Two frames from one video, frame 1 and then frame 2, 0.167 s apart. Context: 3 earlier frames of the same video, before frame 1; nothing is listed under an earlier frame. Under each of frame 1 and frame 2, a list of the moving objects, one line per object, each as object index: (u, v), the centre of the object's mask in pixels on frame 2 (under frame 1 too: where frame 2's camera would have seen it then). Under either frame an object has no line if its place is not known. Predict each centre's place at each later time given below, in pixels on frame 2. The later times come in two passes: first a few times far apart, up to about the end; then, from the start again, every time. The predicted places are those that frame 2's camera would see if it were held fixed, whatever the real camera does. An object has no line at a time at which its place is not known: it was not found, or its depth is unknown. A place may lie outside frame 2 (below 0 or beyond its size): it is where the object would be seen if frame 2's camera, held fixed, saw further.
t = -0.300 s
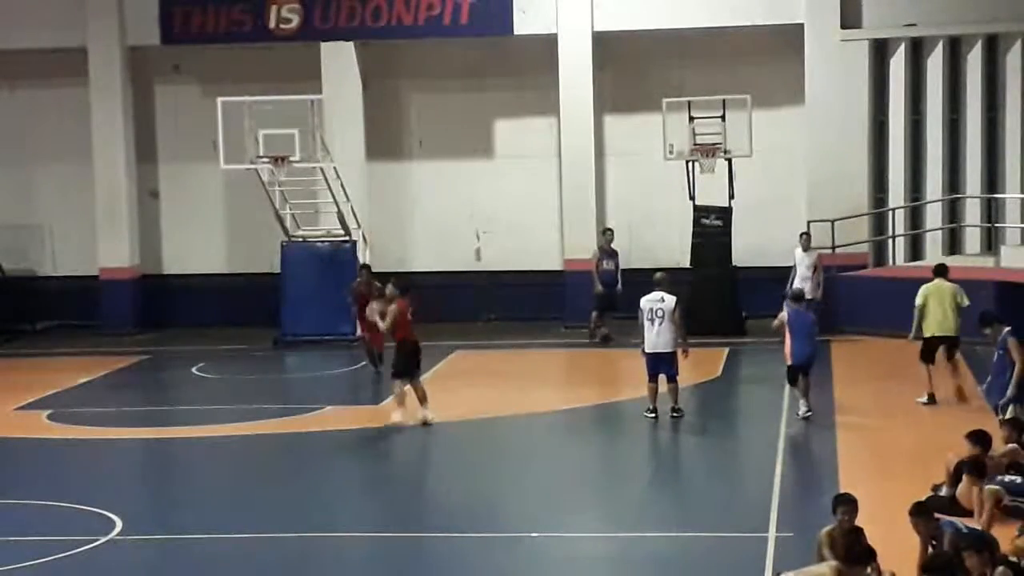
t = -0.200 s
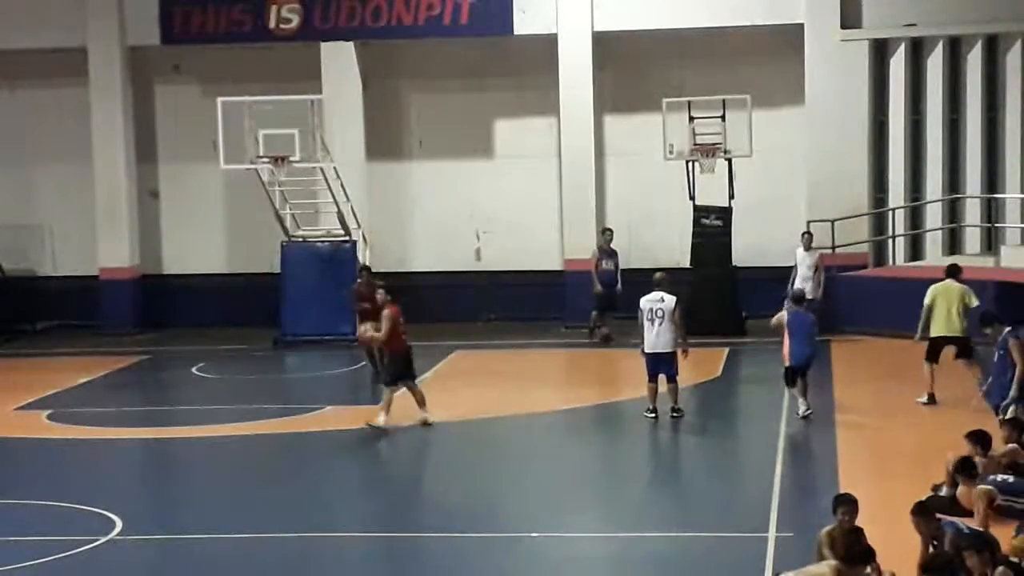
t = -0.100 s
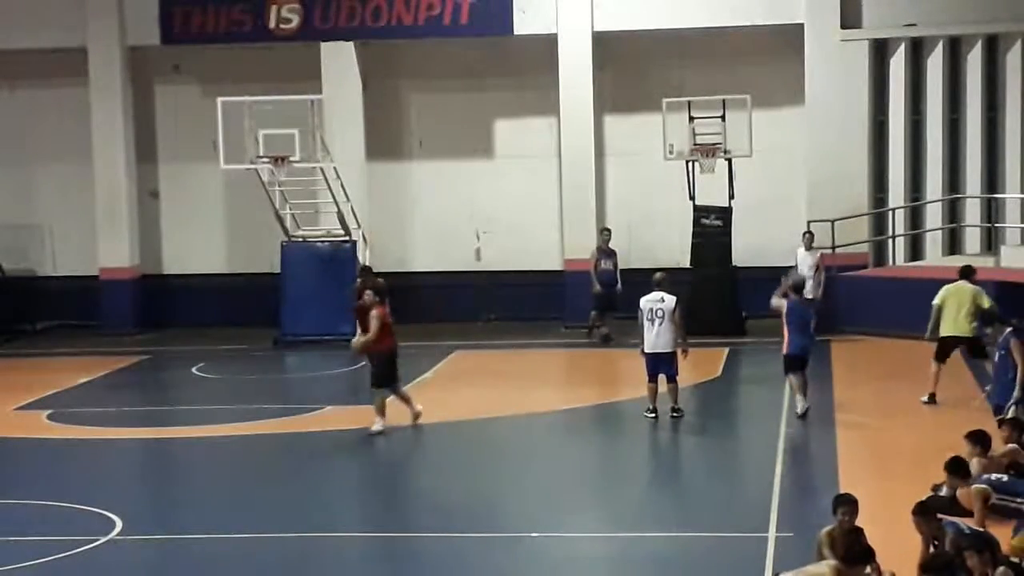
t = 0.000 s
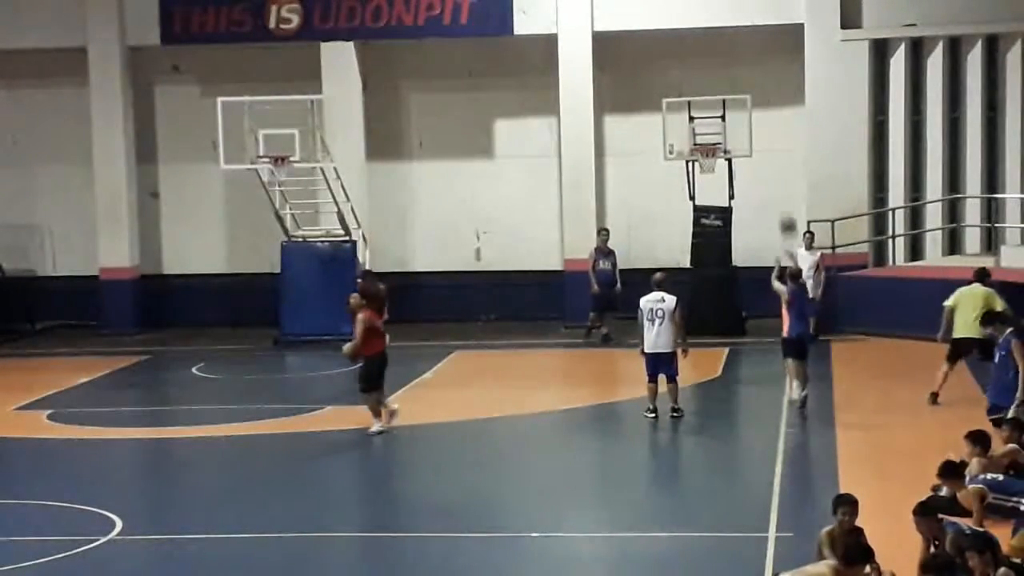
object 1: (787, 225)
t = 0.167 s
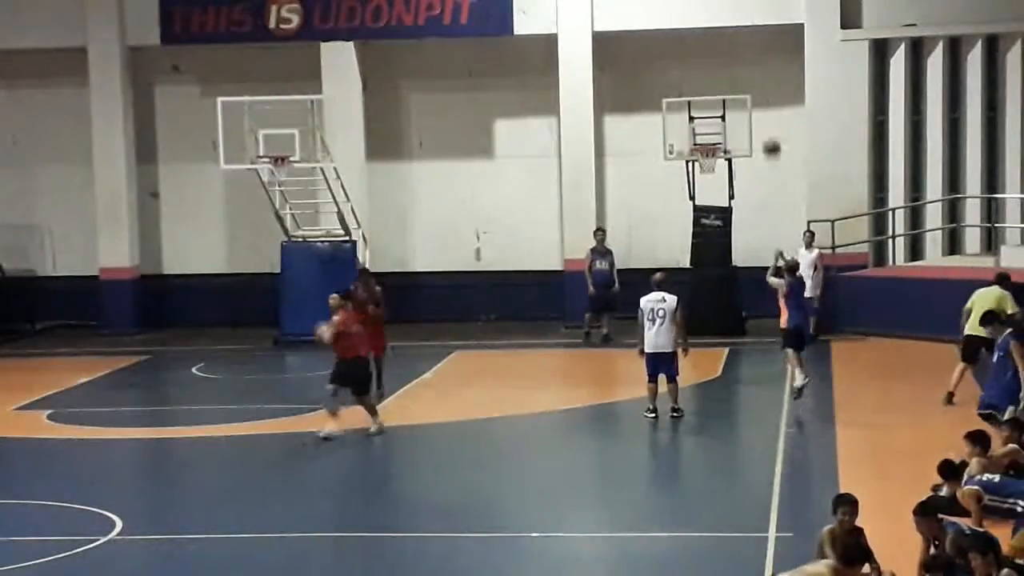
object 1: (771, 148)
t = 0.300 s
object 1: (759, 103)
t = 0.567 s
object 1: (738, 61)
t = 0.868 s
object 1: (717, 76)
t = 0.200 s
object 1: (768, 135)
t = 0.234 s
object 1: (765, 123)
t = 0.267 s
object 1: (762, 113)
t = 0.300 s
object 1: (759, 103)
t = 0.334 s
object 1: (757, 97)
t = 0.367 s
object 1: (754, 89)
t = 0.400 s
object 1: (752, 82)
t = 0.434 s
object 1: (749, 75)
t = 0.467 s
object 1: (746, 72)
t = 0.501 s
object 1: (743, 68)
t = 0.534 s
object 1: (740, 63)
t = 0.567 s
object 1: (738, 61)
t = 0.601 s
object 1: (735, 60)
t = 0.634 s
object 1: (733, 59)
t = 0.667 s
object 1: (730, 59)
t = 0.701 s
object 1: (728, 60)
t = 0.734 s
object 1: (726, 62)
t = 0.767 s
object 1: (724, 65)
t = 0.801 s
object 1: (722, 68)
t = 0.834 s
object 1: (720, 72)
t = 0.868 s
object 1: (717, 76)
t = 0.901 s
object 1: (715, 82)
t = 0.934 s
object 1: (714, 88)
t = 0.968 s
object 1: (712, 94)
